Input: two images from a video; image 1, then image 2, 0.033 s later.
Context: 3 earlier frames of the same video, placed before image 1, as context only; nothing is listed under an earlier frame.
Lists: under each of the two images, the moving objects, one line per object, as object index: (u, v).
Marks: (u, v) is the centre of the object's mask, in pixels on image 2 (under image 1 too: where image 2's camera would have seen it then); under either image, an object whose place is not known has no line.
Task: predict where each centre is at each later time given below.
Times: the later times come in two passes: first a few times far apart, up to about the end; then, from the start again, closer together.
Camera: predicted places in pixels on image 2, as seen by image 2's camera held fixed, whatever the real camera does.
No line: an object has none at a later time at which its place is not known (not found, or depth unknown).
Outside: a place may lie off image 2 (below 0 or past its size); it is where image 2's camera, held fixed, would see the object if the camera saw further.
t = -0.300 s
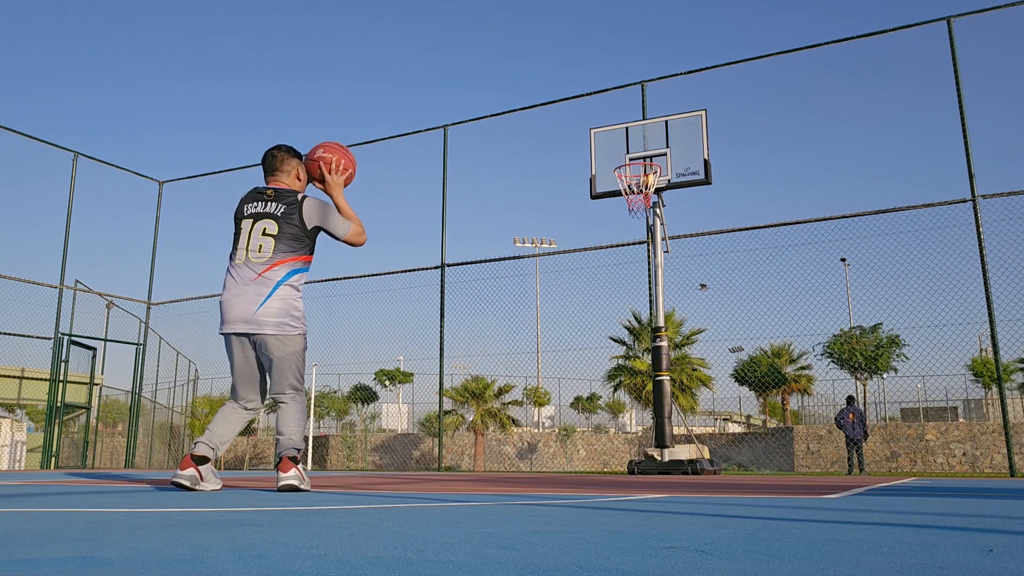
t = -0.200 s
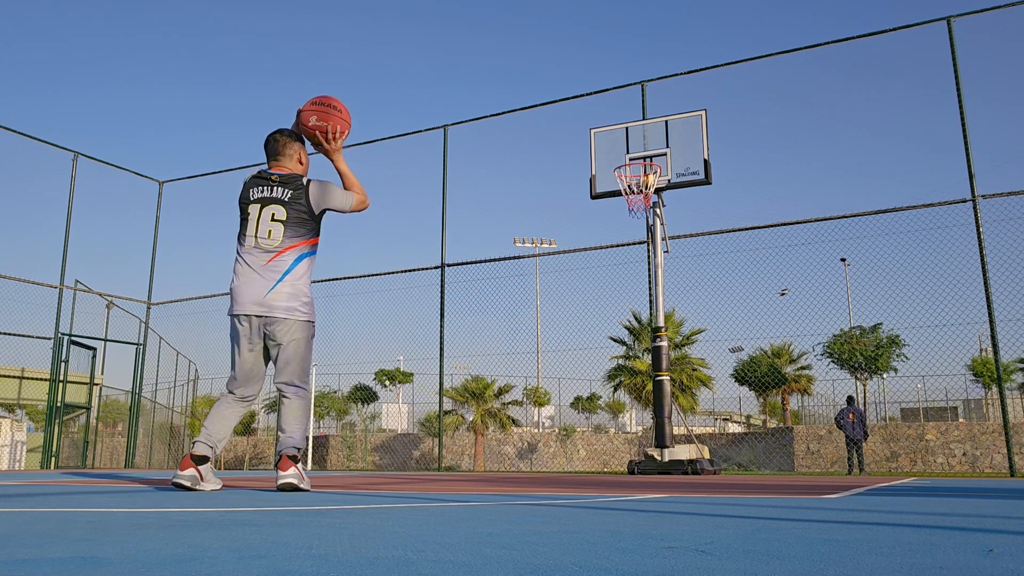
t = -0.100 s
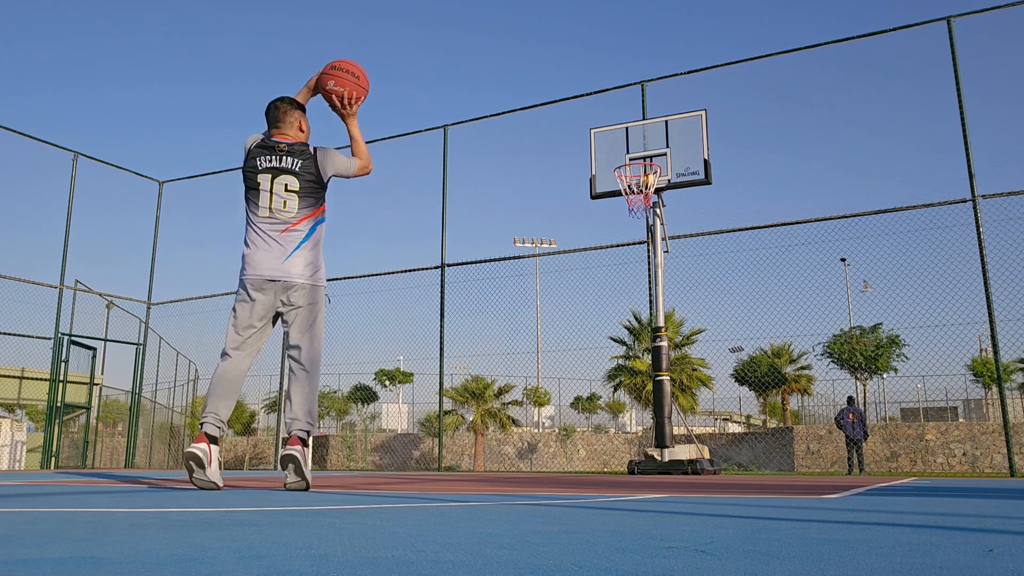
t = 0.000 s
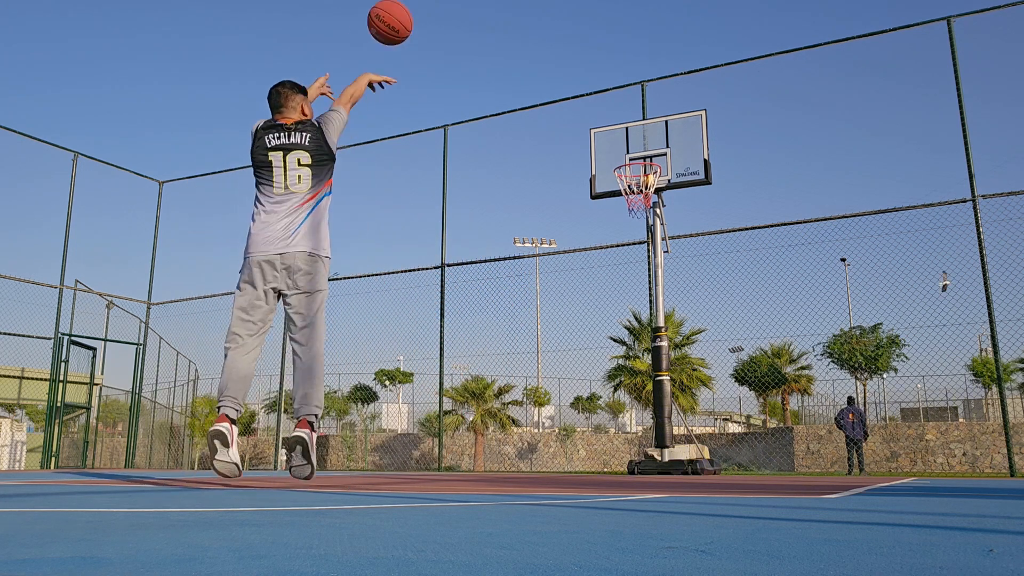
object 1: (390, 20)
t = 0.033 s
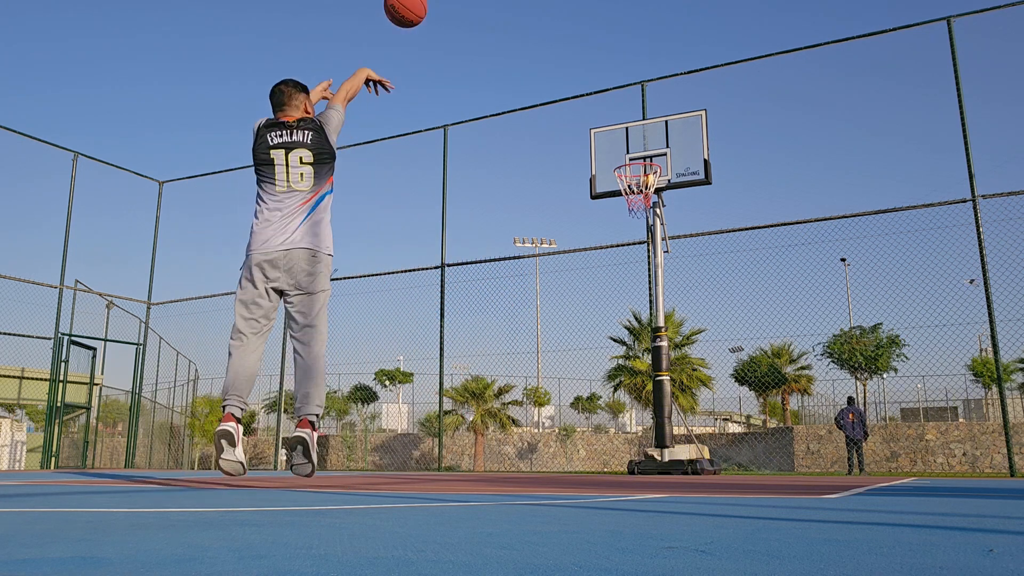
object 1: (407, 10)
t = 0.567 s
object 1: (557, 2)
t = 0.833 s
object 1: (599, 85)
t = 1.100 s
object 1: (639, 174)
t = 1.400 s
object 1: (650, 178)
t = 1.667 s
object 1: (627, 197)
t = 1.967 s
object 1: (620, 258)
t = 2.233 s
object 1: (617, 374)
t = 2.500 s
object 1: (590, 429)
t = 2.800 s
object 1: (529, 397)
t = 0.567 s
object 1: (557, 2)
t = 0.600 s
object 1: (562, 6)
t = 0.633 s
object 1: (568, 11)
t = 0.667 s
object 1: (574, 21)
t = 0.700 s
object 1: (579, 33)
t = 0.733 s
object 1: (584, 45)
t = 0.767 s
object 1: (589, 57)
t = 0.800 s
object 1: (595, 71)
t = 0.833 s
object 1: (599, 85)
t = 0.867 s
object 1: (604, 99)
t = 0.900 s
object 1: (609, 114)
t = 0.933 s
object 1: (614, 130)
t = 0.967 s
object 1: (618, 147)
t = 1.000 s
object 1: (622, 160)
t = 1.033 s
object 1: (629, 167)
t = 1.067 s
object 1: (635, 172)
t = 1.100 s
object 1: (639, 174)
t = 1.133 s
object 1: (645, 177)
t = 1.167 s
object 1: (648, 178)
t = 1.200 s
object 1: (654, 179)
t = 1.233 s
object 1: (655, 179)
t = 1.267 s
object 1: (656, 179)
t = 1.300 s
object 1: (655, 179)
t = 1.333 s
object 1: (653, 179)
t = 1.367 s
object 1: (653, 177)
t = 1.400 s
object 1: (650, 178)
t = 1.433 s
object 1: (648, 178)
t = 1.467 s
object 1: (645, 179)
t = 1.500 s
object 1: (640, 182)
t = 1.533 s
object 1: (637, 183)
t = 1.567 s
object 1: (634, 189)
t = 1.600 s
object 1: (633, 190)
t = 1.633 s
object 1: (630, 194)
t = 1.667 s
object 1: (627, 197)
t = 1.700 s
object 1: (624, 202)
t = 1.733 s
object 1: (623, 207)
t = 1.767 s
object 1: (623, 212)
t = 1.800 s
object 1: (623, 217)
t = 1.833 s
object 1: (623, 223)
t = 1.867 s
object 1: (622, 231)
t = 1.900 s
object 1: (621, 239)
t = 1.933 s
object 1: (621, 248)
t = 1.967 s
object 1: (620, 258)
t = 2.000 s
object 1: (620, 269)
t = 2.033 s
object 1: (619, 280)
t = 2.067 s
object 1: (619, 294)
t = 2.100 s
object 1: (619, 308)
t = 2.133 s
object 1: (618, 323)
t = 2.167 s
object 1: (618, 339)
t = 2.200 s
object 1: (618, 356)
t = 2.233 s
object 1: (617, 374)
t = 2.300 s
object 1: (617, 413)
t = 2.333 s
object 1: (617, 434)
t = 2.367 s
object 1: (617, 456)
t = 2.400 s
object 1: (612, 459)
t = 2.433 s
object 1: (604, 448)
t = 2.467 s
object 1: (597, 438)
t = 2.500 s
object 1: (590, 429)
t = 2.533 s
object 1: (583, 421)
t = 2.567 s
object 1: (576, 415)
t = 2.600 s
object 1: (569, 409)
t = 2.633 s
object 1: (562, 405)
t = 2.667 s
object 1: (556, 401)
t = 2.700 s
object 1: (549, 398)
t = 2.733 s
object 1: (542, 397)
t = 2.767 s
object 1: (536, 396)
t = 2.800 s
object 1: (529, 397)
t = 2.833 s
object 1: (523, 399)
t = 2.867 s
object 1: (517, 401)
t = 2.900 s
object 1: (511, 404)
